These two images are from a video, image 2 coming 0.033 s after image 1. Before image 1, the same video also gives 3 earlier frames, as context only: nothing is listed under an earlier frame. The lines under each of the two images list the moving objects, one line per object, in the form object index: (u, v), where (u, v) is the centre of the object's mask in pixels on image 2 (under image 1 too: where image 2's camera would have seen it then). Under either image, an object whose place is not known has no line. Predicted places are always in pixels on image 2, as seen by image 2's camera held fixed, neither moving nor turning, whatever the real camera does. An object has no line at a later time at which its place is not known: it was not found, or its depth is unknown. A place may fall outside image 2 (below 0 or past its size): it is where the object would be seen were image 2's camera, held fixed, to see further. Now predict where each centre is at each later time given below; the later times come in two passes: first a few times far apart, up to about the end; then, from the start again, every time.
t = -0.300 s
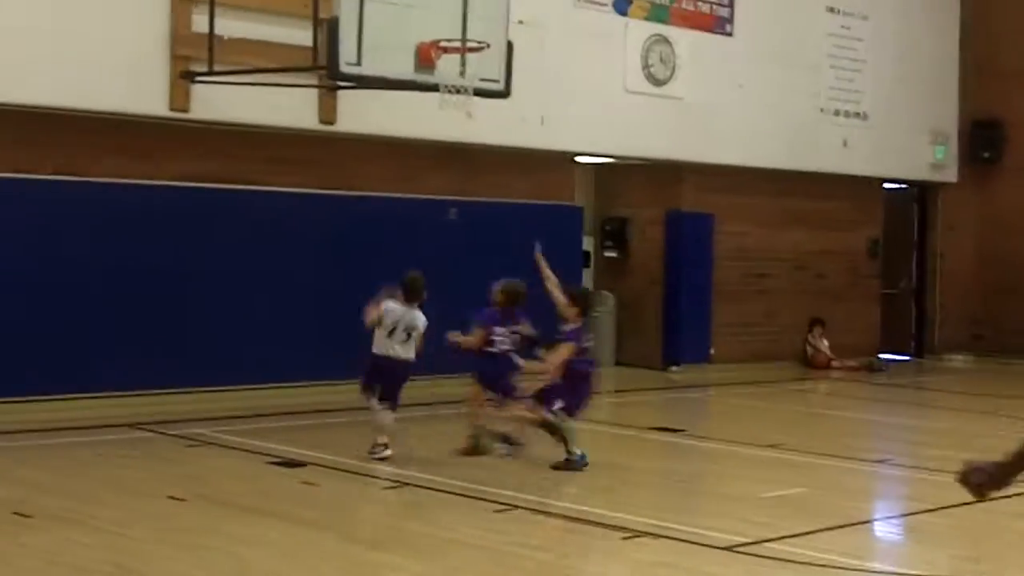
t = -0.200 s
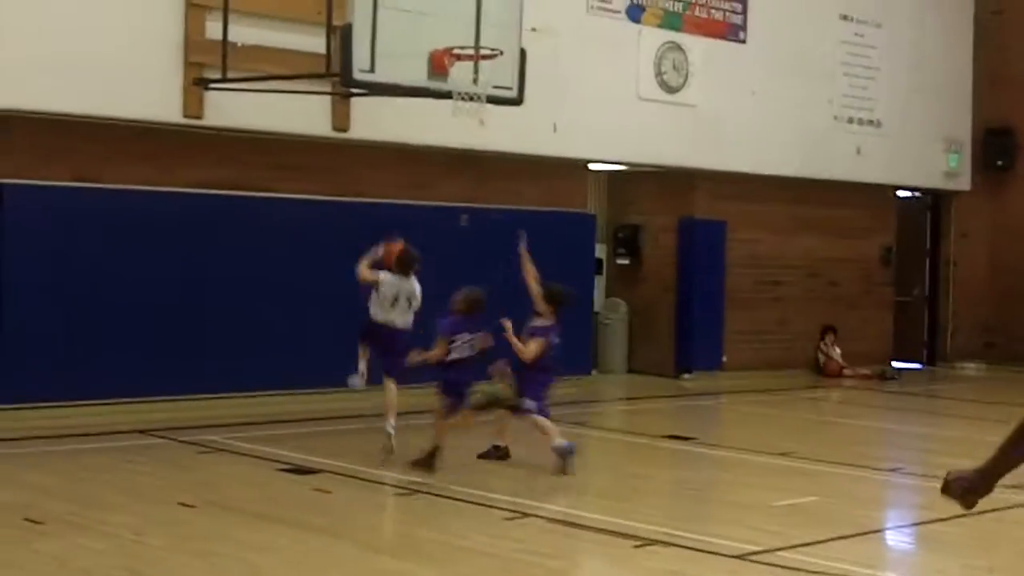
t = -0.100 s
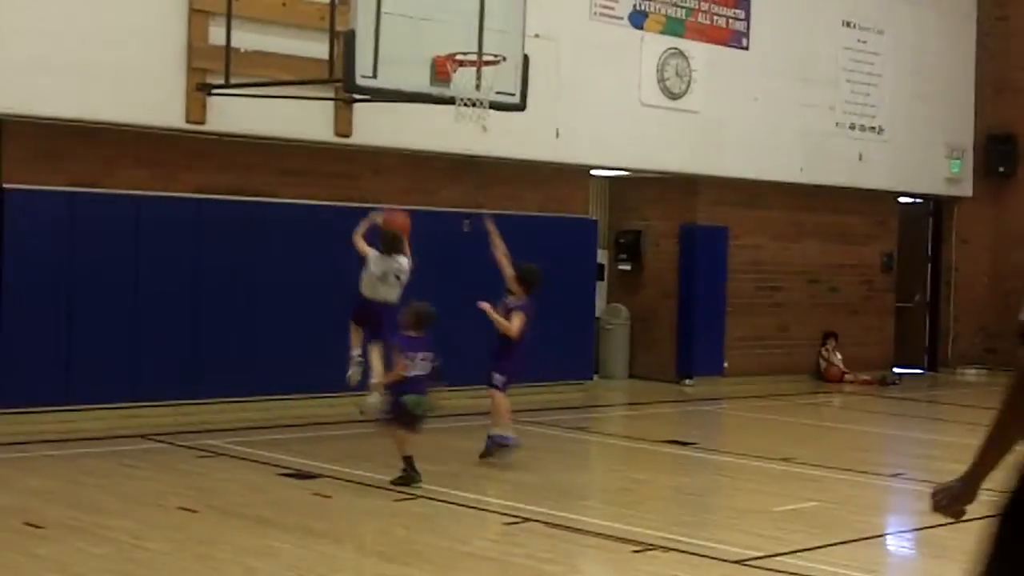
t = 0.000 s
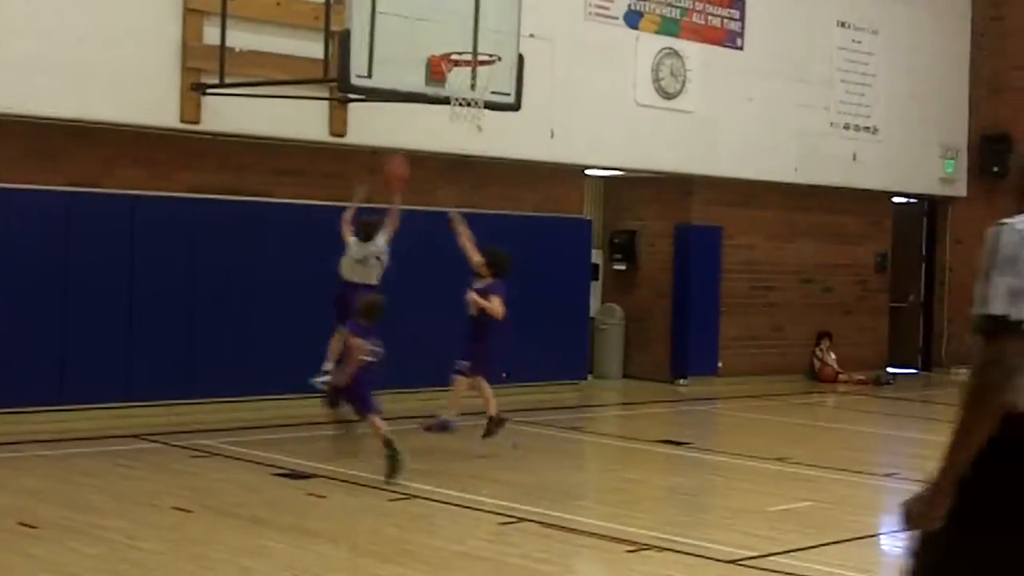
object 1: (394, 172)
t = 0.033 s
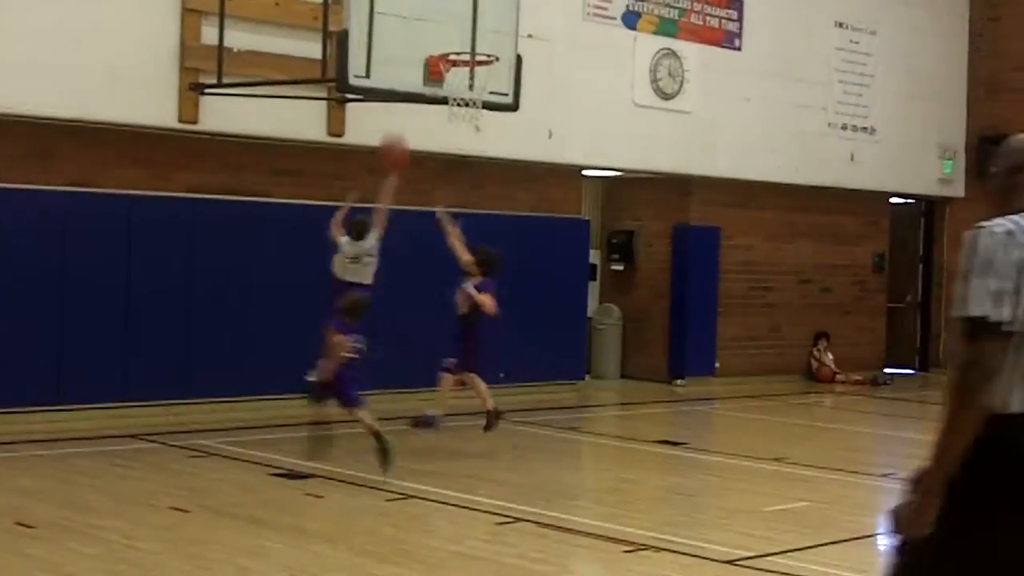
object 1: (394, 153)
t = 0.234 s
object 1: (409, 55)
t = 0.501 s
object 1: (433, 18)
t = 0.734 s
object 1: (468, 68)
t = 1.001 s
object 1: (481, 153)
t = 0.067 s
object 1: (396, 130)
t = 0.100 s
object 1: (399, 111)
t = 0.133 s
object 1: (403, 97)
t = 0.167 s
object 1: (404, 82)
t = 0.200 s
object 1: (406, 67)
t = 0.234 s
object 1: (409, 55)
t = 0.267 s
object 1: (411, 44)
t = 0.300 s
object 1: (413, 36)
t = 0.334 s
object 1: (415, 28)
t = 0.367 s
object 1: (417, 22)
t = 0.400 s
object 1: (419, 18)
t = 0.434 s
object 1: (422, 16)
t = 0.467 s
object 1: (428, 16)
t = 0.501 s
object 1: (433, 18)
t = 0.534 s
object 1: (438, 21)
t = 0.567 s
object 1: (443, 25)
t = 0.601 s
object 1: (449, 31)
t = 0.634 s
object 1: (453, 38)
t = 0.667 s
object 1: (459, 46)
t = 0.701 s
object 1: (462, 57)
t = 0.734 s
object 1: (468, 68)
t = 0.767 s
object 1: (473, 80)
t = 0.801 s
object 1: (476, 92)
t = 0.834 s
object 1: (478, 98)
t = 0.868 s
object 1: (479, 107)
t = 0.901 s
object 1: (479, 116)
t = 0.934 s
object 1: (480, 125)
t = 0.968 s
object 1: (481, 138)
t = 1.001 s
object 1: (481, 153)
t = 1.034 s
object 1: (483, 167)
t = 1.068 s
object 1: (484, 183)
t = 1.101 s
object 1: (484, 201)
